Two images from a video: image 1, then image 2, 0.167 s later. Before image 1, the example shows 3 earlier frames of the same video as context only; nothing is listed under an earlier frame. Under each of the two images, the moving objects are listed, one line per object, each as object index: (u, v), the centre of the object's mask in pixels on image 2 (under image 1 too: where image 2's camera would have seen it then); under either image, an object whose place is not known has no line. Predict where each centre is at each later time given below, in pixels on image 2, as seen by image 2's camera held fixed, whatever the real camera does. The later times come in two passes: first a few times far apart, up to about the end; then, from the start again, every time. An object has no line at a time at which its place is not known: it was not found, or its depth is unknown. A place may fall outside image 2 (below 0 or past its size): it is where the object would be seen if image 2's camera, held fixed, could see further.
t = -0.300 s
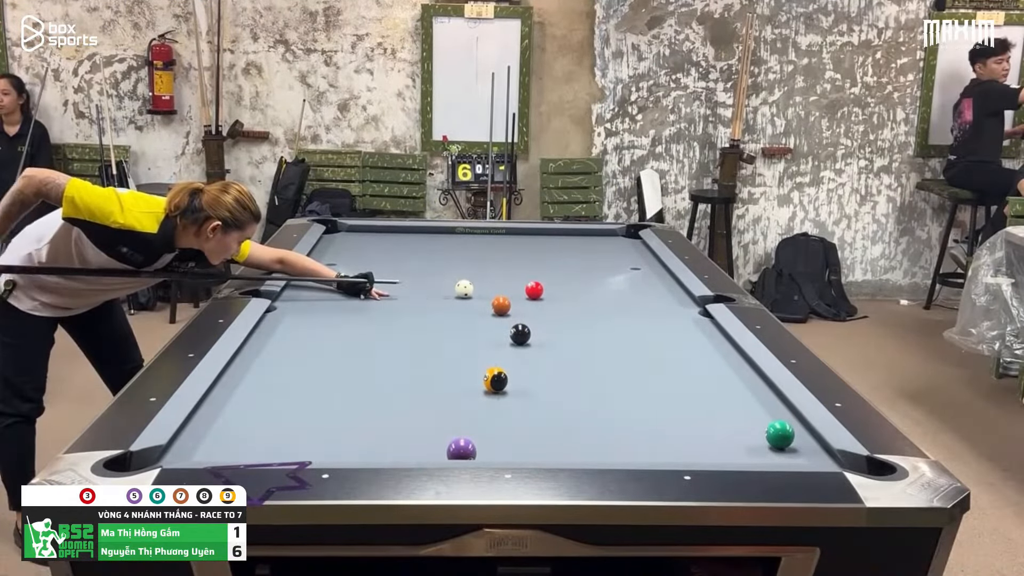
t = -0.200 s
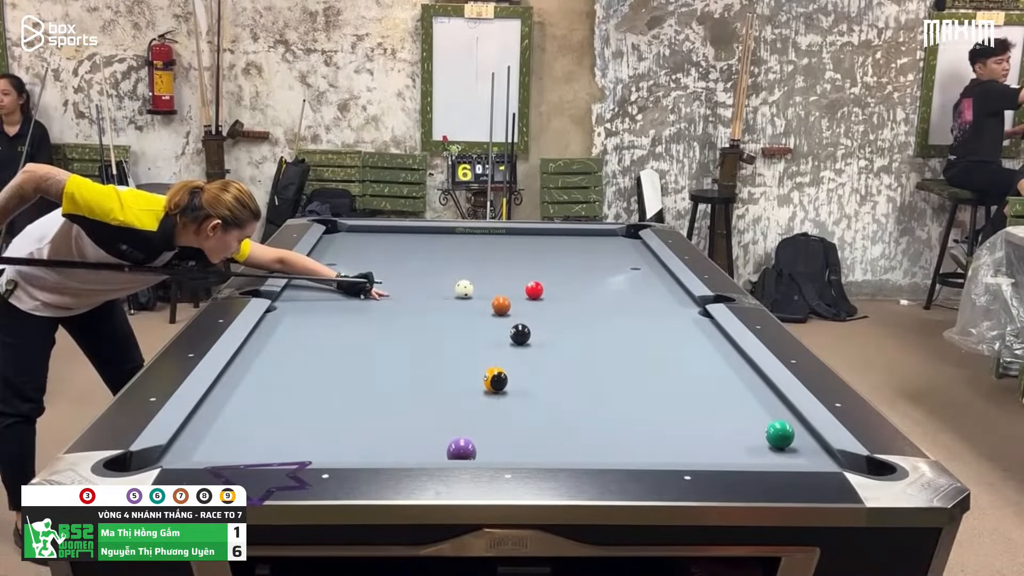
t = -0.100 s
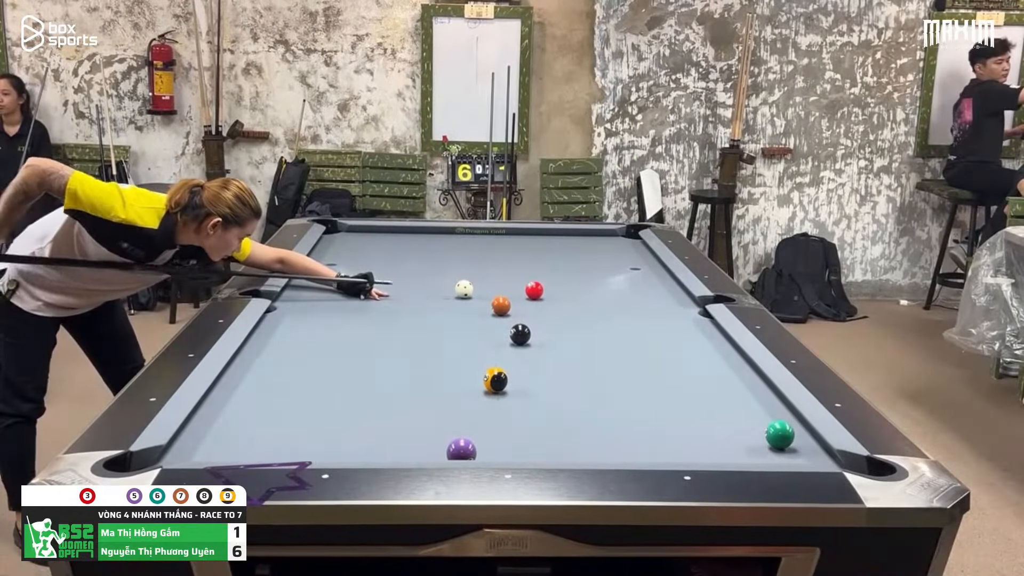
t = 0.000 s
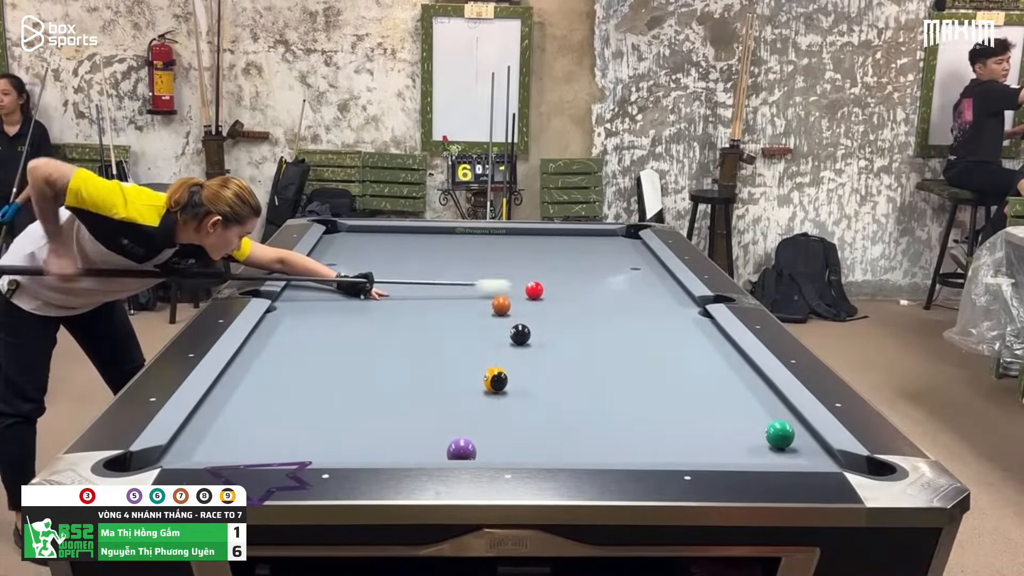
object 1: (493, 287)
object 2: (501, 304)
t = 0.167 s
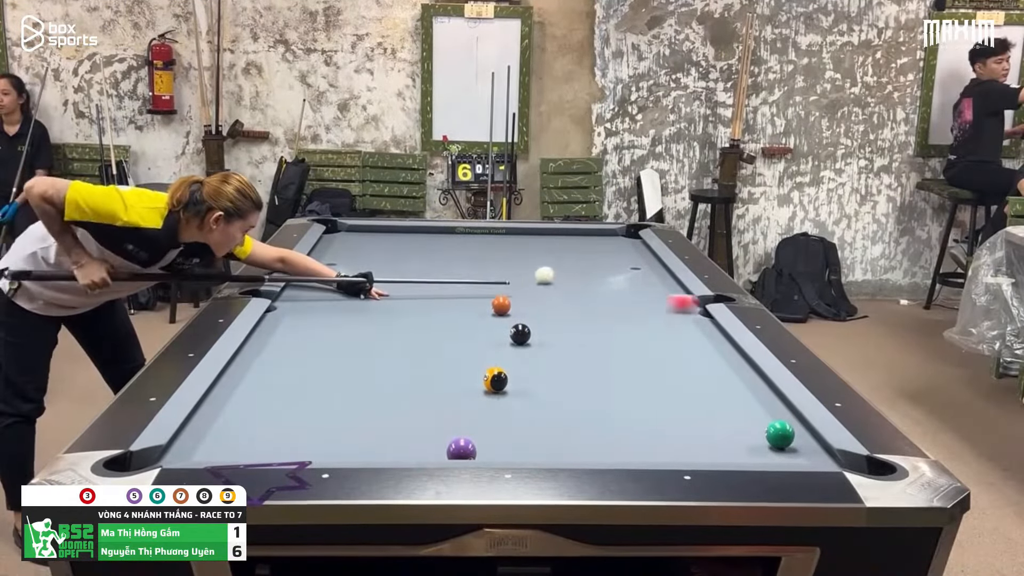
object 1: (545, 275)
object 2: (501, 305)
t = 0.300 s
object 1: (577, 266)
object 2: (501, 305)
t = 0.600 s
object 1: (627, 249)
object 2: (501, 305)
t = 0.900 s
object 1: (563, 238)
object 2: (501, 305)
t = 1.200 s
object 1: (510, 232)
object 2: (501, 304)
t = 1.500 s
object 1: (458, 237)
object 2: (501, 304)
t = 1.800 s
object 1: (404, 242)
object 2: (501, 304)
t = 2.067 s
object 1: (354, 247)
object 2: (501, 304)
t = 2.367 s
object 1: (329, 254)
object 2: (501, 304)
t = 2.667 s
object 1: (358, 262)
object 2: (501, 304)
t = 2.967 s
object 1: (388, 270)
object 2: (501, 304)
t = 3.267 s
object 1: (417, 278)
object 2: (501, 304)
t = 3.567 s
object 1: (447, 286)
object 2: (501, 304)
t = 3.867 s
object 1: (478, 294)
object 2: (501, 304)
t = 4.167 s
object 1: (512, 300)
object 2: (501, 306)
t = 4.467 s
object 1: (540, 305)
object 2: (499, 310)
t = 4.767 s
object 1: (570, 308)
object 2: (499, 314)
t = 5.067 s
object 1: (599, 311)
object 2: (499, 318)
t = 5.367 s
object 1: (625, 314)
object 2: (500, 321)
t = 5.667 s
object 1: (650, 316)
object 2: (501, 324)
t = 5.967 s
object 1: (673, 319)
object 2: (501, 326)
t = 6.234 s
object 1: (691, 320)
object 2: (501, 327)
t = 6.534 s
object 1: (705, 322)
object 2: (501, 328)
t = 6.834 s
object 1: (697, 323)
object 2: (501, 328)
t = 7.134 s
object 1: (690, 323)
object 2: (501, 328)
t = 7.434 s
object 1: (684, 324)
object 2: (501, 329)
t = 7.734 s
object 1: (681, 324)
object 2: (501, 329)
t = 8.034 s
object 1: (680, 324)
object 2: (501, 329)
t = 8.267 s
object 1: (680, 323)
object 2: (501, 329)
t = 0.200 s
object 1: (552, 273)
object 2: (501, 304)
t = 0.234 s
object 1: (560, 270)
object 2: (501, 305)
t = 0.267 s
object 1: (568, 268)
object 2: (501, 305)
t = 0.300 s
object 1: (577, 266)
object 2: (501, 305)
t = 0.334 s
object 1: (586, 263)
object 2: (501, 305)
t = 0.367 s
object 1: (596, 261)
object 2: (501, 305)
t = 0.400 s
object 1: (606, 259)
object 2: (501, 305)
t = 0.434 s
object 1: (616, 258)
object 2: (501, 305)
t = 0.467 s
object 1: (627, 256)
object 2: (501, 305)
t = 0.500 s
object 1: (638, 254)
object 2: (501, 305)
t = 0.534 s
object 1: (646, 252)
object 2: (501, 305)
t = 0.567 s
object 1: (637, 251)
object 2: (501, 305)
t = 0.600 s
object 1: (627, 249)
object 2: (501, 305)
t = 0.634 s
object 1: (619, 248)
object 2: (501, 305)
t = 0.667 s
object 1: (610, 246)
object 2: (501, 305)
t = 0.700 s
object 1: (603, 245)
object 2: (501, 305)
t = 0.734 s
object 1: (596, 244)
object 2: (501, 305)
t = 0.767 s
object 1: (589, 243)
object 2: (501, 305)
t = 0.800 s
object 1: (582, 241)
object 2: (501, 305)
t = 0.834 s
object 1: (576, 240)
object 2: (501, 305)
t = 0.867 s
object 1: (569, 239)
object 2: (501, 305)
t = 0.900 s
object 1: (563, 238)
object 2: (501, 305)
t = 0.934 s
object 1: (557, 236)
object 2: (501, 304)
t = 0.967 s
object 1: (551, 235)
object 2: (501, 304)
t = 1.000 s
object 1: (544, 234)
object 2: (501, 305)
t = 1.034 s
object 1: (538, 233)
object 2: (501, 304)
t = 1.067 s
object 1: (533, 231)
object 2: (501, 304)
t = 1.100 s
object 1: (526, 230)
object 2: (501, 304)
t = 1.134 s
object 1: (521, 231)
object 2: (501, 304)
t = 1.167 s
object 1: (515, 231)
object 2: (501, 304)
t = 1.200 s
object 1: (510, 232)
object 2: (501, 304)
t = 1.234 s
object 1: (504, 233)
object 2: (501, 304)
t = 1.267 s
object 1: (498, 233)
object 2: (501, 304)
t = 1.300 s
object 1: (493, 234)
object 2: (501, 304)
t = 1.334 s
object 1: (487, 234)
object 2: (501, 304)
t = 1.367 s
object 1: (481, 235)
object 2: (501, 304)
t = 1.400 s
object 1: (475, 236)
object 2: (501, 304)
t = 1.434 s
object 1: (469, 236)
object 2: (501, 304)
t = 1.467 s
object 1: (464, 237)
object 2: (501, 304)
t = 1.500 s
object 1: (458, 237)
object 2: (501, 304)
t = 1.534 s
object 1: (452, 238)
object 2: (501, 304)
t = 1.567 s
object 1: (446, 238)
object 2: (501, 304)
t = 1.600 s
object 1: (440, 239)
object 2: (501, 304)
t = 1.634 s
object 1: (434, 240)
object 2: (501, 304)
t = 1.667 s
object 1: (428, 240)
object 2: (501, 304)
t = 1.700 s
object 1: (422, 241)
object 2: (501, 304)
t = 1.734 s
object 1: (416, 241)
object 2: (501, 304)
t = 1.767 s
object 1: (410, 242)
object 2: (501, 304)
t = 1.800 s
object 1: (404, 242)
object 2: (501, 304)
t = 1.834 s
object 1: (398, 243)
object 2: (501, 304)
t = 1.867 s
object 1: (391, 243)
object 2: (501, 304)
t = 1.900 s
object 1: (385, 244)
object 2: (501, 304)
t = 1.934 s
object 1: (379, 245)
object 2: (501, 304)
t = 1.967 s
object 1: (372, 245)
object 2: (501, 304)
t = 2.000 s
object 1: (366, 246)
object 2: (501, 304)
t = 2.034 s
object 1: (360, 247)
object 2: (501, 304)
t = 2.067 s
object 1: (354, 247)
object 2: (501, 304)
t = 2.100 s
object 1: (347, 248)
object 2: (501, 304)
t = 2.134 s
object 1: (341, 248)
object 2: (501, 304)
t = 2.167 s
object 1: (334, 249)
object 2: (501, 304)
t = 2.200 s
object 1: (328, 250)
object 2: (501, 304)
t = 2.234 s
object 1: (322, 250)
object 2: (501, 304)
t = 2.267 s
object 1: (319, 251)
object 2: (501, 304)
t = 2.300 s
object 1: (323, 252)
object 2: (501, 304)
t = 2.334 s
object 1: (326, 253)
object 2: (501, 304)
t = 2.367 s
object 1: (329, 254)
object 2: (501, 304)
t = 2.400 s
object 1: (333, 255)
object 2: (501, 304)
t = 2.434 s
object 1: (336, 255)
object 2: (501, 304)
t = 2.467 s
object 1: (339, 256)
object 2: (501, 304)
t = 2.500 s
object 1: (342, 257)
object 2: (501, 304)
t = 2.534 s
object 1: (345, 258)
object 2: (501, 304)
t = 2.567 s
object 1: (349, 259)
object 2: (501, 304)
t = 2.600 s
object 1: (352, 260)
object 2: (501, 304)
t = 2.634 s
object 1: (355, 261)
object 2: (501, 304)
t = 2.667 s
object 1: (358, 262)
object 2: (501, 304)
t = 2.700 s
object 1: (362, 262)
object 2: (501, 304)
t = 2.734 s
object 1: (365, 263)
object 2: (501, 304)
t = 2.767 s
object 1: (368, 264)
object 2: (501, 304)
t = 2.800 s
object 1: (371, 265)
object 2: (501, 304)
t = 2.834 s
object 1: (375, 266)
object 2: (501, 304)
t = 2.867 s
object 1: (378, 267)
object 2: (501, 304)
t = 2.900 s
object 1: (381, 268)
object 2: (501, 304)
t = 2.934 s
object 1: (385, 269)
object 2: (501, 304)
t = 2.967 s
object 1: (388, 270)
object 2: (501, 304)
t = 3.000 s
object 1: (391, 270)
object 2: (501, 304)
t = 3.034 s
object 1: (394, 271)
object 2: (501, 304)
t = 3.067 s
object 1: (398, 272)
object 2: (501, 304)
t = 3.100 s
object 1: (401, 273)
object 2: (501, 304)
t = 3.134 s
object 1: (404, 274)
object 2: (501, 304)
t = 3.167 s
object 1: (407, 275)
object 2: (501, 304)
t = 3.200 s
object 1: (411, 276)
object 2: (501, 304)
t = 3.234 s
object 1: (414, 277)
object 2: (501, 304)
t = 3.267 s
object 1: (417, 278)
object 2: (501, 304)
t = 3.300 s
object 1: (421, 279)
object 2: (501, 304)
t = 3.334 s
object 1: (424, 280)
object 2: (501, 304)
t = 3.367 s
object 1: (427, 281)
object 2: (501, 304)
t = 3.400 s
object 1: (431, 281)
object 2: (501, 304)
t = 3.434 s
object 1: (434, 282)
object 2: (501, 304)
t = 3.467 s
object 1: (437, 284)
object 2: (501, 304)
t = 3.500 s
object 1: (441, 284)
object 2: (501, 304)
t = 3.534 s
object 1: (444, 285)
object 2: (501, 304)
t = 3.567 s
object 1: (447, 286)
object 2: (501, 304)
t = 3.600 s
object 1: (451, 287)
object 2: (501, 304)
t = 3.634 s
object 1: (454, 288)
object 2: (501, 304)
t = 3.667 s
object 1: (457, 289)
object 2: (501, 304)
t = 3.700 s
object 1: (461, 290)
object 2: (501, 304)
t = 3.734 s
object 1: (464, 290)
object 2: (501, 304)
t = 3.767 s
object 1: (468, 291)
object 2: (501, 304)
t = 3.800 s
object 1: (471, 292)
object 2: (501, 304)
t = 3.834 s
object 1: (474, 293)
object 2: (501, 304)
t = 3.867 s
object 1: (478, 294)
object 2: (501, 304)
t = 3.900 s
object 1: (481, 295)
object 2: (501, 305)
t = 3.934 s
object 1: (484, 296)
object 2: (501, 305)
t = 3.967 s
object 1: (487, 296)
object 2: (501, 305)
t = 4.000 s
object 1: (489, 297)
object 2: (501, 305)
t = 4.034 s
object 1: (492, 297)
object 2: (501, 305)
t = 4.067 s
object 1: (495, 296)
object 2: (501, 305)
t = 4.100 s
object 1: (502, 294)
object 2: (501, 305)
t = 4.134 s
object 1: (509, 298)
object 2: (501, 305)
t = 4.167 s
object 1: (512, 300)
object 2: (501, 306)
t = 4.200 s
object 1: (514, 301)
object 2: (500, 306)
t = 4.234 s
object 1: (517, 302)
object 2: (500, 307)
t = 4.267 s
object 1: (519, 303)
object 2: (500, 307)
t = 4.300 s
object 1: (522, 303)
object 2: (500, 308)
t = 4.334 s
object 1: (526, 304)
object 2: (500, 308)
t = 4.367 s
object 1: (530, 304)
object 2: (500, 308)
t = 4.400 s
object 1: (533, 304)
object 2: (500, 309)
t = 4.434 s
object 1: (536, 305)
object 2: (499, 310)
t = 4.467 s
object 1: (540, 305)
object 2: (499, 310)
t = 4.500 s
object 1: (543, 305)
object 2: (499, 310)
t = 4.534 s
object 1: (547, 306)
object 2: (499, 311)
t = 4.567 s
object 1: (550, 306)
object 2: (499, 312)
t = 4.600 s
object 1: (554, 307)
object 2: (499, 312)
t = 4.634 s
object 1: (557, 307)
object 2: (498, 312)
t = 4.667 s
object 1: (560, 307)
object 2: (498, 312)
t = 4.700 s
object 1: (563, 307)
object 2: (499, 313)
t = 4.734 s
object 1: (567, 308)
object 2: (499, 314)
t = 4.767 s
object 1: (570, 308)
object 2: (499, 314)
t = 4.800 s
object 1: (574, 308)
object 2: (499, 315)
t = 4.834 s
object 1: (577, 309)
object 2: (499, 316)
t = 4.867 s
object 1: (580, 309)
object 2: (499, 316)
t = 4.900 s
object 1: (583, 309)
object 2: (499, 316)
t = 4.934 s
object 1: (587, 310)
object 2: (499, 316)
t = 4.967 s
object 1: (589, 310)
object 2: (499, 317)
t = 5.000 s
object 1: (593, 310)
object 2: (499, 317)
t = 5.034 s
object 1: (596, 311)
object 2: (499, 318)
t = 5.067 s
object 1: (599, 311)
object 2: (499, 318)
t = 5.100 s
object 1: (602, 311)
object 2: (499, 318)
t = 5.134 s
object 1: (605, 311)
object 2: (500, 319)
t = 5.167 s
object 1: (608, 312)
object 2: (500, 319)
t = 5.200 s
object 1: (611, 312)
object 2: (500, 320)
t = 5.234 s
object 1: (614, 313)
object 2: (500, 320)
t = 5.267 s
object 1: (617, 313)
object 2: (500, 320)
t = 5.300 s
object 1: (620, 313)
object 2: (500, 321)
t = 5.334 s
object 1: (622, 313)
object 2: (500, 321)
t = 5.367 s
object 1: (625, 314)
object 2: (500, 321)
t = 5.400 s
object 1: (628, 314)
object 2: (500, 321)
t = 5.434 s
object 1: (631, 314)
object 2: (500, 322)
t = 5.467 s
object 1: (634, 315)
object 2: (500, 322)
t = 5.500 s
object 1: (637, 315)
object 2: (500, 323)
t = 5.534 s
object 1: (639, 315)
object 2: (500, 323)
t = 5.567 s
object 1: (642, 316)
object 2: (500, 323)
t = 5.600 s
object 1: (645, 316)
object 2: (501, 323)
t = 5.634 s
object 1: (647, 316)
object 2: (501, 324)
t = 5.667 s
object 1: (650, 316)
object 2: (501, 324)
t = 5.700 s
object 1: (653, 316)
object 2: (501, 324)
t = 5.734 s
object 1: (656, 317)
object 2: (501, 324)
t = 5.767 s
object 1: (658, 317)
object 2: (501, 324)
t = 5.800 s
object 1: (661, 317)
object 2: (501, 325)
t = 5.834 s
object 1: (663, 318)
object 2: (501, 325)
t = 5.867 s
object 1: (666, 318)
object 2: (501, 325)
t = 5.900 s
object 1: (668, 318)
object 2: (501, 325)
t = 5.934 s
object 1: (670, 319)
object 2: (501, 326)
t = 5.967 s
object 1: (673, 319)
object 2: (501, 326)
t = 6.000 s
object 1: (675, 319)
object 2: (501, 326)
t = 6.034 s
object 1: (677, 319)
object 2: (502, 326)
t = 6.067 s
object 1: (680, 319)
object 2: (502, 326)
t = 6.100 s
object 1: (682, 320)
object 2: (502, 327)
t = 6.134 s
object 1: (685, 320)
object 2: (502, 327)
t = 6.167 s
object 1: (687, 320)
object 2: (502, 327)
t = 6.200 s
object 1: (689, 320)
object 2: (502, 327)
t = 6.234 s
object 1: (691, 320)
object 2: (501, 327)
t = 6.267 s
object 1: (693, 321)
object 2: (501, 327)
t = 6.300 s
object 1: (696, 321)
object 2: (501, 328)
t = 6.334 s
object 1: (698, 321)
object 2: (501, 328)
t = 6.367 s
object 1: (699, 321)
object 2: (501, 328)
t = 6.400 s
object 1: (701, 322)
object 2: (501, 328)
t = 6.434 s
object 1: (704, 322)
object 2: (501, 328)
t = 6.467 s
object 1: (706, 322)
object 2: (501, 328)
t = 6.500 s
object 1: (706, 322)
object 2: (501, 328)
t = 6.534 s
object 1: (705, 322)
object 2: (501, 328)
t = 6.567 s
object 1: (704, 322)
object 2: (501, 328)
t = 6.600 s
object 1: (704, 322)
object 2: (501, 328)
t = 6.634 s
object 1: (702, 322)
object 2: (501, 328)
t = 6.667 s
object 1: (701, 323)
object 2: (501, 328)
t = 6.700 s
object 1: (701, 323)
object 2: (501, 328)
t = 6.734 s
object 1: (700, 323)
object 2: (501, 328)
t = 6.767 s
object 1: (699, 323)
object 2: (501, 328)
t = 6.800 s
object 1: (698, 323)
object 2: (501, 328)
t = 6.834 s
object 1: (697, 323)
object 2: (501, 328)
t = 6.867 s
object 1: (696, 323)
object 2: (501, 329)
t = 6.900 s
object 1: (695, 323)
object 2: (501, 328)
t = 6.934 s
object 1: (694, 323)
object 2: (501, 328)
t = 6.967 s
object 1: (694, 323)
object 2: (501, 329)
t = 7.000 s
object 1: (693, 323)
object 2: (501, 328)
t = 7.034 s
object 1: (692, 323)
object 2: (501, 328)
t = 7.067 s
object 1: (691, 323)
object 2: (501, 328)
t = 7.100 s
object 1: (691, 323)
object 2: (501, 328)
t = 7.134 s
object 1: (690, 323)
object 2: (501, 328)
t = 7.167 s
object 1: (689, 323)
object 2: (501, 328)
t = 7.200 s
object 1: (689, 323)
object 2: (501, 328)
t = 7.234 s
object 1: (688, 323)
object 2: (501, 328)
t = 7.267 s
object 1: (687, 324)
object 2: (501, 328)
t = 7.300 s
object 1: (687, 324)
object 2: (501, 328)
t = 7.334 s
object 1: (686, 324)
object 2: (501, 328)
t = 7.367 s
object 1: (685, 324)
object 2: (501, 328)
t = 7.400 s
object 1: (685, 324)
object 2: (501, 328)
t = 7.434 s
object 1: (684, 324)
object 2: (501, 329)
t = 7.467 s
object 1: (684, 324)
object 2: (501, 328)
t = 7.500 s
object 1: (683, 324)
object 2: (501, 328)
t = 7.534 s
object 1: (683, 324)
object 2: (501, 329)
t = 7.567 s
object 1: (683, 324)
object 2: (501, 329)
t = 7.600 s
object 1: (683, 324)
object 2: (501, 329)
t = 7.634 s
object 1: (682, 324)
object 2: (501, 329)
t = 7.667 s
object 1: (682, 324)
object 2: (501, 328)
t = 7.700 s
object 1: (681, 324)
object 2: (501, 328)
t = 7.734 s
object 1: (681, 324)
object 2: (501, 329)
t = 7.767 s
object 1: (681, 324)
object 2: (501, 329)
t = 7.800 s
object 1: (681, 323)
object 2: (501, 329)
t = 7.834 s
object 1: (681, 324)
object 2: (501, 329)
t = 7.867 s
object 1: (681, 324)
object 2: (501, 329)
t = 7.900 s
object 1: (680, 324)
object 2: (501, 329)
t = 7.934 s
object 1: (680, 324)
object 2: (501, 329)
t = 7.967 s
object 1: (680, 324)
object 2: (501, 329)
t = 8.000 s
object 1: (680, 324)
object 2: (501, 329)
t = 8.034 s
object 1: (680, 324)
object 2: (501, 329)
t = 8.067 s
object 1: (680, 324)
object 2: (501, 329)
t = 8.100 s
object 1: (680, 324)
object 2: (501, 329)
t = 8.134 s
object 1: (680, 324)
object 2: (501, 329)
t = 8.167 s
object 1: (680, 323)
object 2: (501, 329)
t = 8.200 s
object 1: (680, 323)
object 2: (501, 329)
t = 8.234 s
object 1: (680, 323)
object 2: (501, 329)
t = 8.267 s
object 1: (680, 323)
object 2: (501, 329)
